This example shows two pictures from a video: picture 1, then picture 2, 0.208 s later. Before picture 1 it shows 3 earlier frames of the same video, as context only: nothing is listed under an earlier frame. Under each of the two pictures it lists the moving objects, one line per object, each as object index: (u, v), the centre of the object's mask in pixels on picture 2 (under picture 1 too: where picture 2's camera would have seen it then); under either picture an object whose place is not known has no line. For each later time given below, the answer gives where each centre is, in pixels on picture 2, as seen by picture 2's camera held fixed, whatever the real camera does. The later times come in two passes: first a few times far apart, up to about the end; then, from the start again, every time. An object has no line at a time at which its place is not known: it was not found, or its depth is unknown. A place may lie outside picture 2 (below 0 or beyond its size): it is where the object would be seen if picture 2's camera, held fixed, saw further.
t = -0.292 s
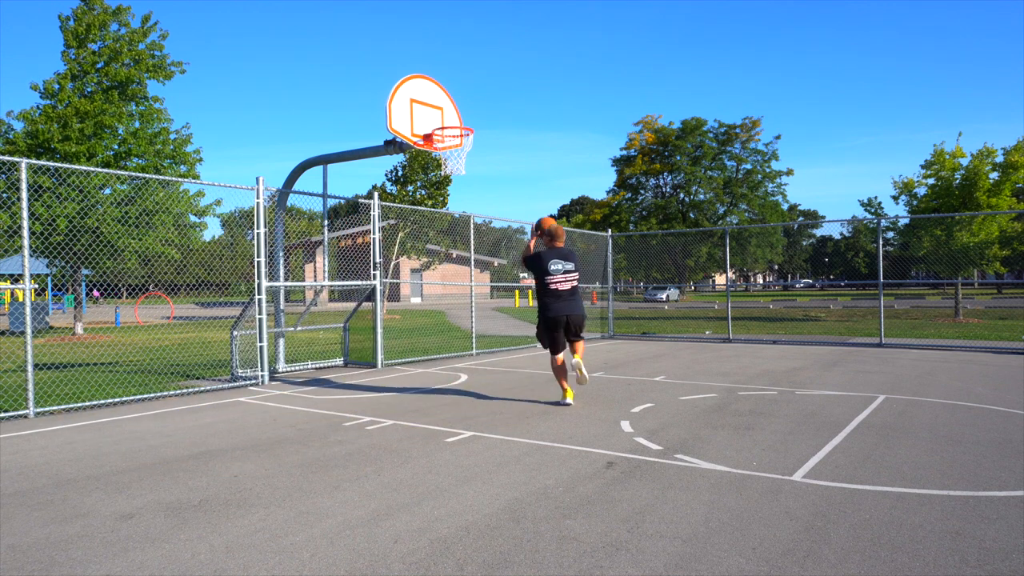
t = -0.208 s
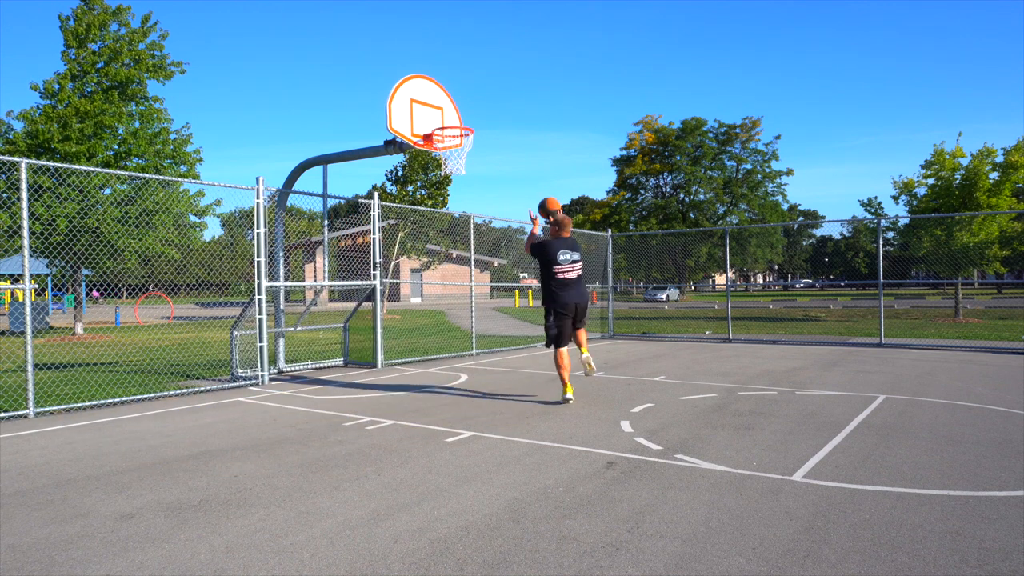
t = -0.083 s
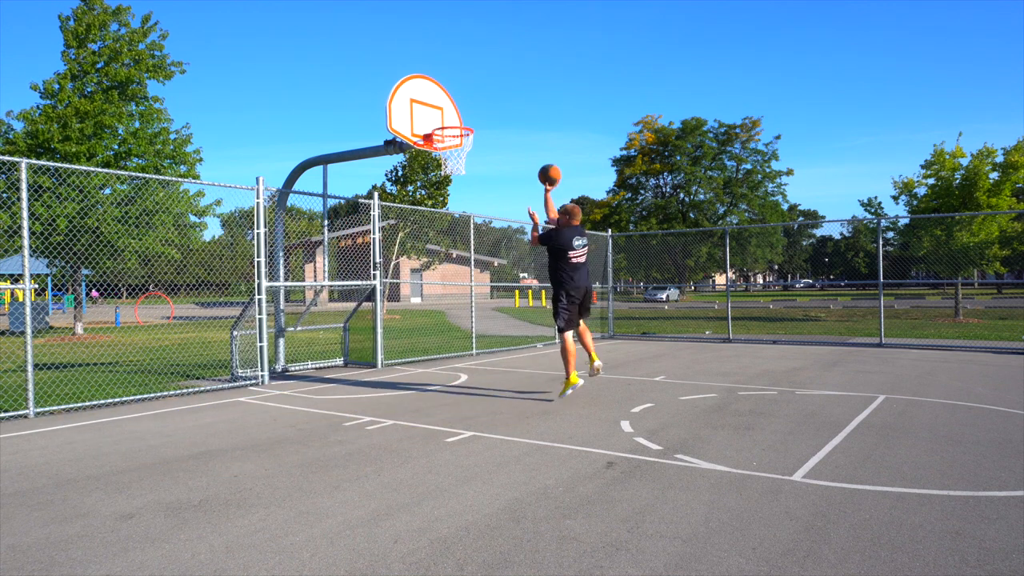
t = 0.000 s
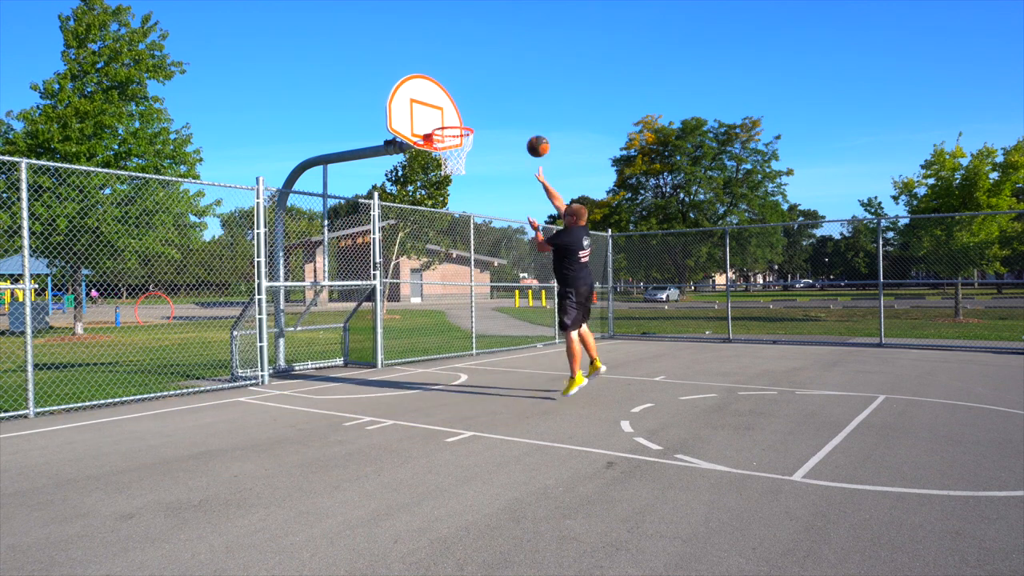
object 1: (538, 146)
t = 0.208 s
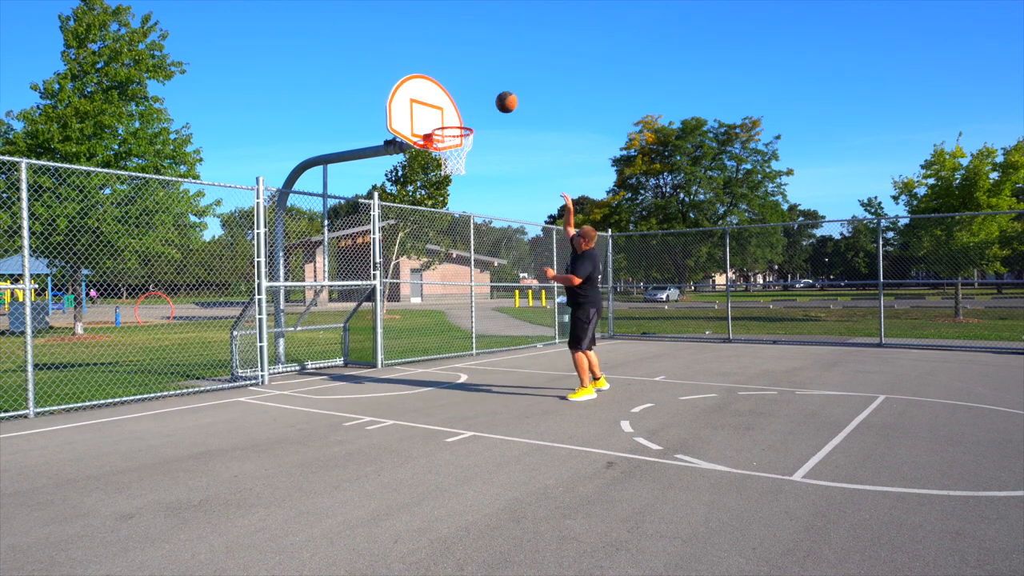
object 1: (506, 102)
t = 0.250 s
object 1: (500, 98)
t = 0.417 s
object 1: (477, 96)
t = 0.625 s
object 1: (450, 127)
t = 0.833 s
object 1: (458, 172)
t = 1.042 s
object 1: (470, 237)
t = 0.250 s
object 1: (500, 98)
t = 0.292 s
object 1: (494, 95)
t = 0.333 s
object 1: (488, 94)
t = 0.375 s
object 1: (482, 94)
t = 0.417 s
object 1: (477, 96)
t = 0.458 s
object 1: (471, 100)
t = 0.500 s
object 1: (466, 104)
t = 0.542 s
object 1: (460, 110)
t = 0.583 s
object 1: (455, 117)
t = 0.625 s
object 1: (450, 127)
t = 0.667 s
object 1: (446, 137)
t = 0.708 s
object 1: (449, 144)
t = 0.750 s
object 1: (452, 154)
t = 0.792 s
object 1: (455, 163)
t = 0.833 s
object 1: (458, 172)
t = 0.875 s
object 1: (460, 181)
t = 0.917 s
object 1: (463, 193)
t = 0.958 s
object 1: (465, 206)
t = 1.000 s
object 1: (468, 221)
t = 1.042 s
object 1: (470, 237)
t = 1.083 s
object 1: (474, 255)
